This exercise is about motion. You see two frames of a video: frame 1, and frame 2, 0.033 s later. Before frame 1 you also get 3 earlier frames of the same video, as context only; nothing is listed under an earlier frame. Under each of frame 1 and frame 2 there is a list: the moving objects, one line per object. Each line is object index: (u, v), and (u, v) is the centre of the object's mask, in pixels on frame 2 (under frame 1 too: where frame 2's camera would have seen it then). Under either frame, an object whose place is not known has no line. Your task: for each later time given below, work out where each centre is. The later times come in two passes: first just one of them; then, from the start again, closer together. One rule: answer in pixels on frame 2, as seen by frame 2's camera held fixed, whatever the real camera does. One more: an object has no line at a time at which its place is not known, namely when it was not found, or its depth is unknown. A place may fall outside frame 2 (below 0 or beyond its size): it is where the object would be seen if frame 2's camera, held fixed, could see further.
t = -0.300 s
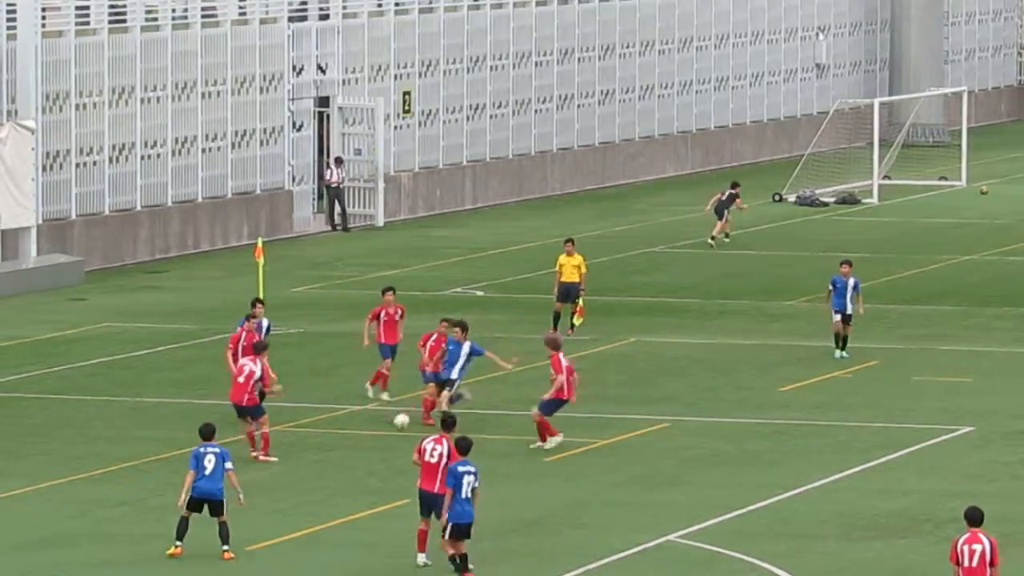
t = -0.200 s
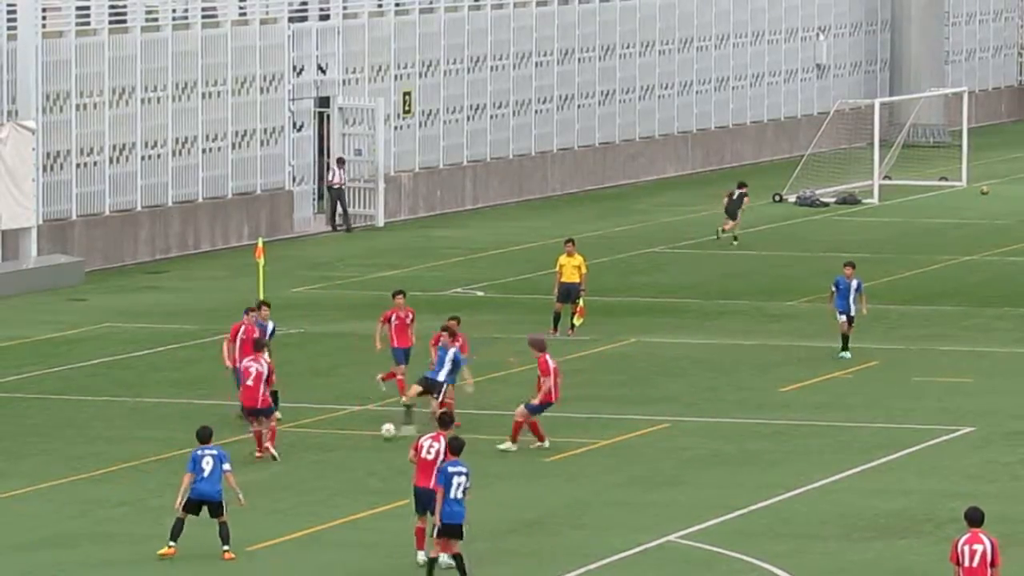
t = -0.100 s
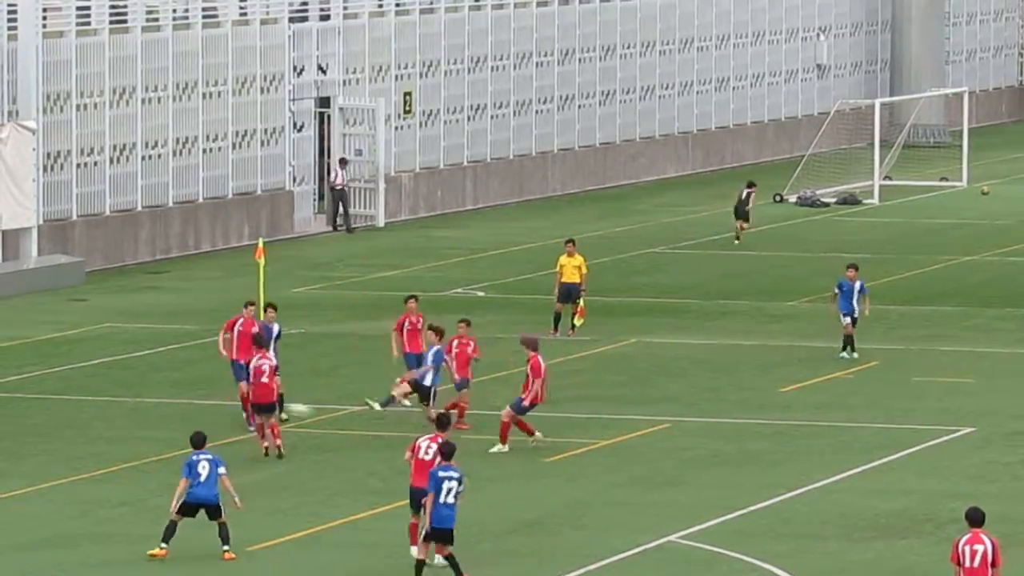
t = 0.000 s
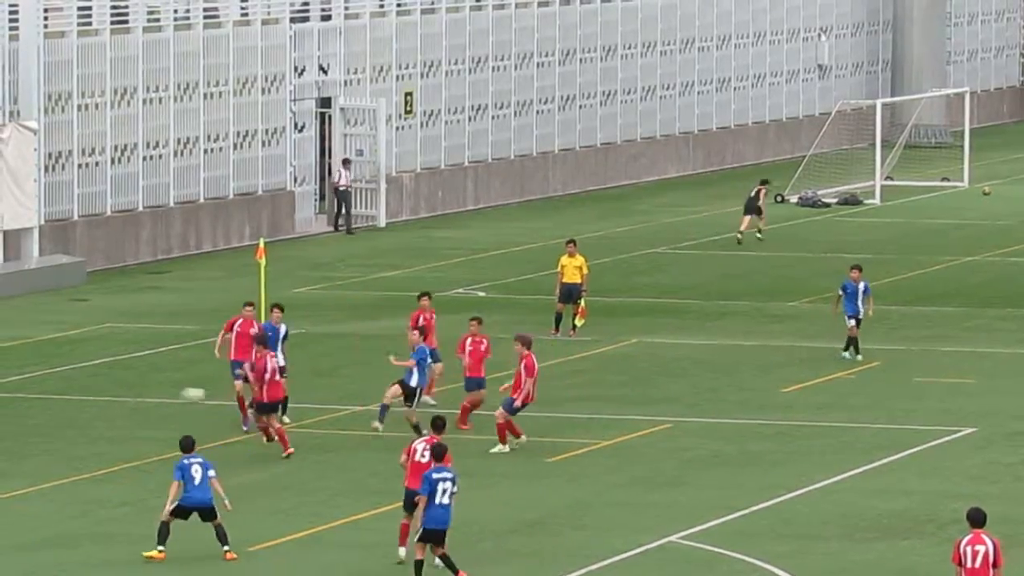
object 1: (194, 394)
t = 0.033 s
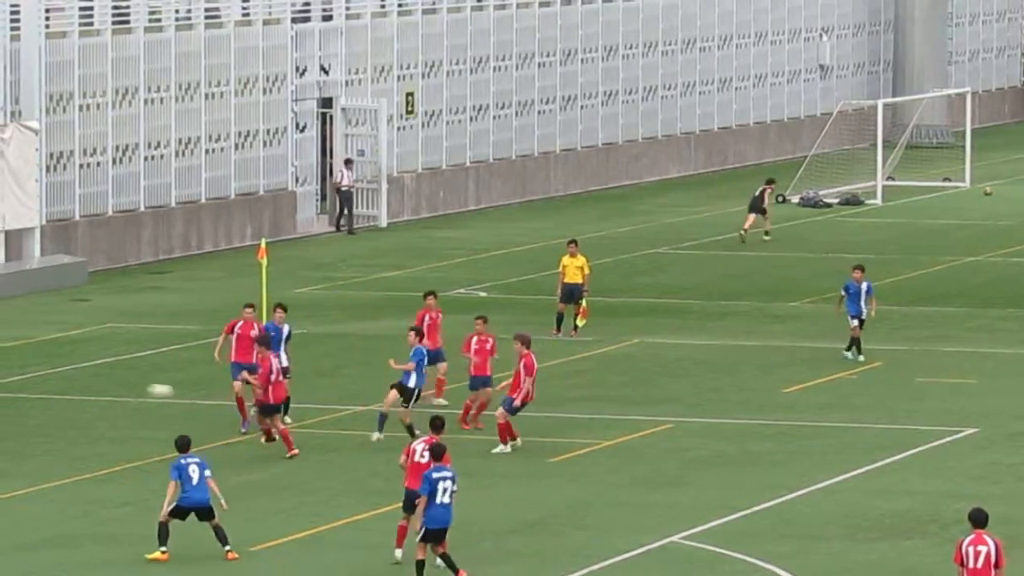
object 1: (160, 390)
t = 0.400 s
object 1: (-211, 403)
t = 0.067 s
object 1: (124, 388)
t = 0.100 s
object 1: (89, 386)
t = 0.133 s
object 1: (54, 385)
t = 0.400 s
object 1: (-211, 403)
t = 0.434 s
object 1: (-247, 409)
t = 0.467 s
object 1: (-286, 417)
